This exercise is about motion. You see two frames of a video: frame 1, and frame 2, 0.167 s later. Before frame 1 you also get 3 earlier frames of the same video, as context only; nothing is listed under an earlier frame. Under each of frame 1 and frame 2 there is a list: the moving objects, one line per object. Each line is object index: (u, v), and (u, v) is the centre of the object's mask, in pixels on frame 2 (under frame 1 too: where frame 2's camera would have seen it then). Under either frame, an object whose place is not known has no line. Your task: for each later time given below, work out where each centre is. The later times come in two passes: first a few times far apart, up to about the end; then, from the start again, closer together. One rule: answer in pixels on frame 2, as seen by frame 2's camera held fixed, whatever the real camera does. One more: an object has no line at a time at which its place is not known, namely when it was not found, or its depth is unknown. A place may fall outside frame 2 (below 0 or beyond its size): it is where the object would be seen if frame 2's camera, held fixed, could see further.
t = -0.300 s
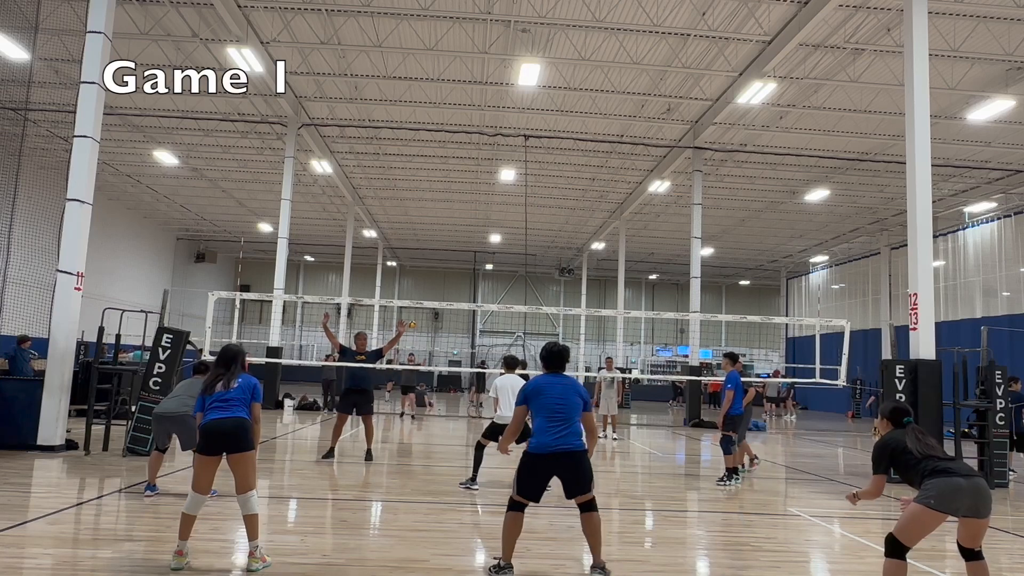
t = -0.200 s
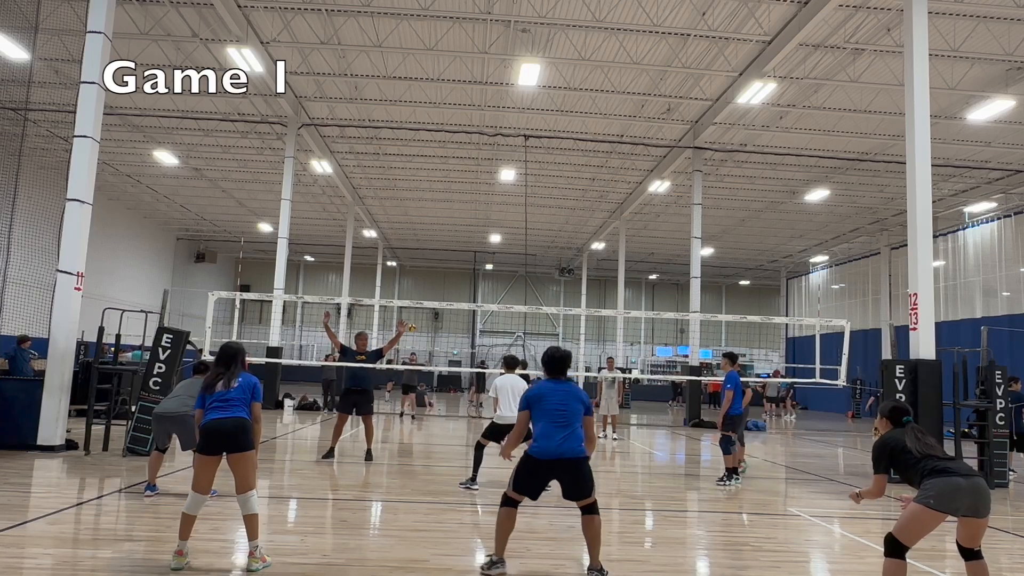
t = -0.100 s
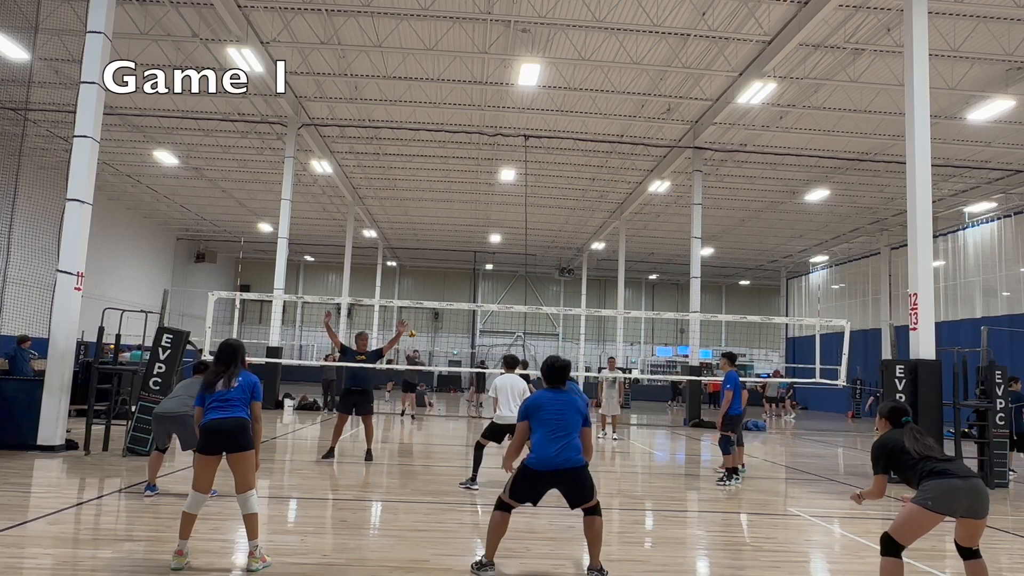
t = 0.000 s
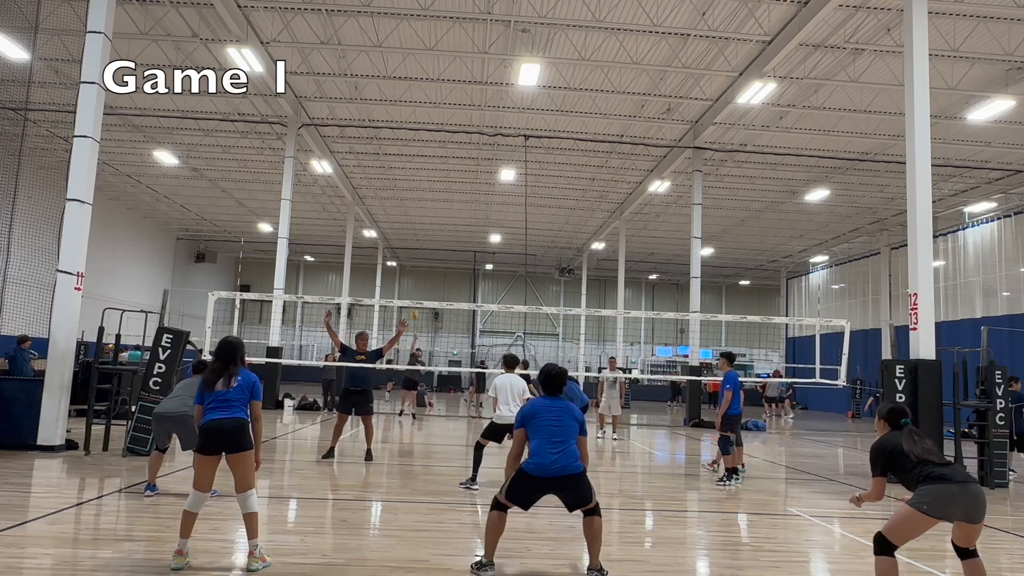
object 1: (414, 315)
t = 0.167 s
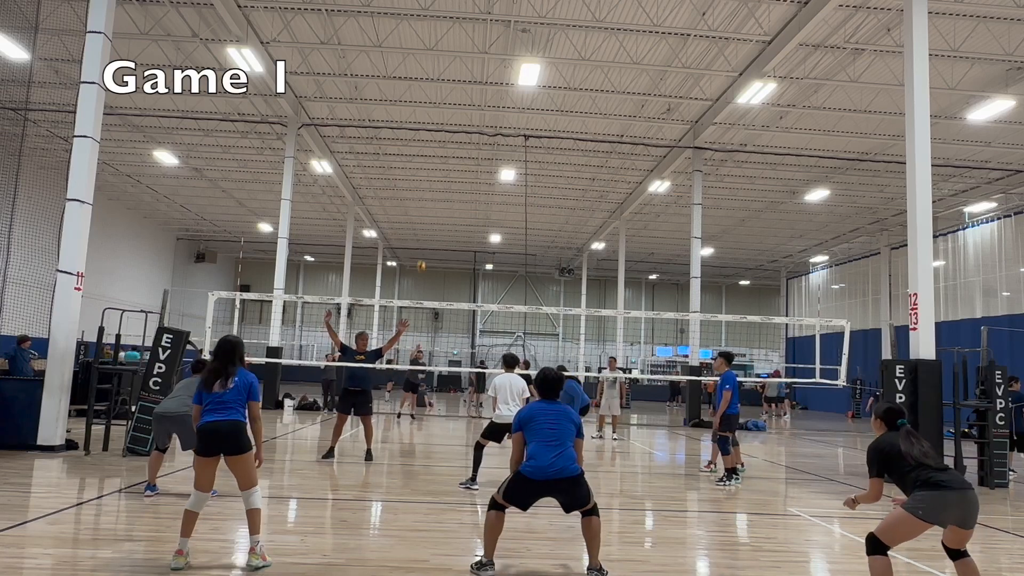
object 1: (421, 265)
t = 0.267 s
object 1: (425, 238)
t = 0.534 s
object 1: (443, 176)
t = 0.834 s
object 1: (473, 133)
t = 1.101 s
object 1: (505, 143)
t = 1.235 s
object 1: (527, 177)
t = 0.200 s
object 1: (422, 256)
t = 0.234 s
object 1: (424, 247)
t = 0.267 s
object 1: (425, 238)
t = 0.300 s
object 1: (426, 230)
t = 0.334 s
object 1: (428, 221)
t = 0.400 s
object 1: (432, 205)
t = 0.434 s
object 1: (435, 197)
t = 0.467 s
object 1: (437, 190)
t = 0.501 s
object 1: (440, 183)
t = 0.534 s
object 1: (443, 176)
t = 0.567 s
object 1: (446, 169)
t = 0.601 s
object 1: (450, 162)
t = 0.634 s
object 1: (453, 157)
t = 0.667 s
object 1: (456, 151)
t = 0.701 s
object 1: (459, 147)
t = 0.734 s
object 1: (463, 142)
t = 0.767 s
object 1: (467, 138)
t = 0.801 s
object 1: (470, 135)
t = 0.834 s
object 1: (473, 133)
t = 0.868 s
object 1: (477, 131)
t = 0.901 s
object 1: (480, 129)
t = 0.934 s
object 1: (484, 129)
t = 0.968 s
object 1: (488, 130)
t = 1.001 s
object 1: (491, 131)
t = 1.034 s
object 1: (496, 134)
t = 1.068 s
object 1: (501, 138)
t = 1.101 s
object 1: (505, 143)
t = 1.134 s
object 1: (510, 149)
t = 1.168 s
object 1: (515, 156)
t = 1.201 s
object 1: (521, 165)
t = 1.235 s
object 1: (527, 177)
